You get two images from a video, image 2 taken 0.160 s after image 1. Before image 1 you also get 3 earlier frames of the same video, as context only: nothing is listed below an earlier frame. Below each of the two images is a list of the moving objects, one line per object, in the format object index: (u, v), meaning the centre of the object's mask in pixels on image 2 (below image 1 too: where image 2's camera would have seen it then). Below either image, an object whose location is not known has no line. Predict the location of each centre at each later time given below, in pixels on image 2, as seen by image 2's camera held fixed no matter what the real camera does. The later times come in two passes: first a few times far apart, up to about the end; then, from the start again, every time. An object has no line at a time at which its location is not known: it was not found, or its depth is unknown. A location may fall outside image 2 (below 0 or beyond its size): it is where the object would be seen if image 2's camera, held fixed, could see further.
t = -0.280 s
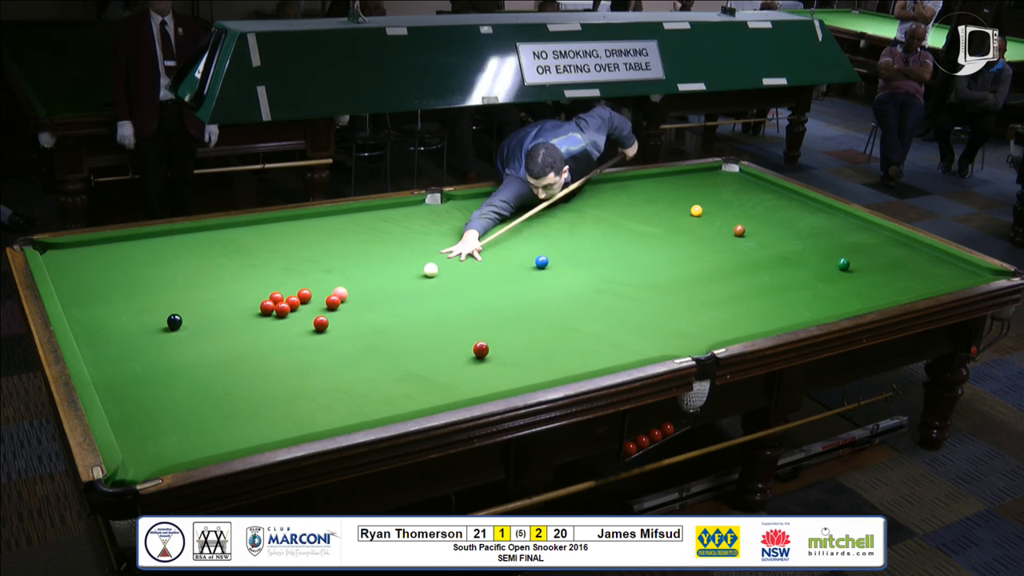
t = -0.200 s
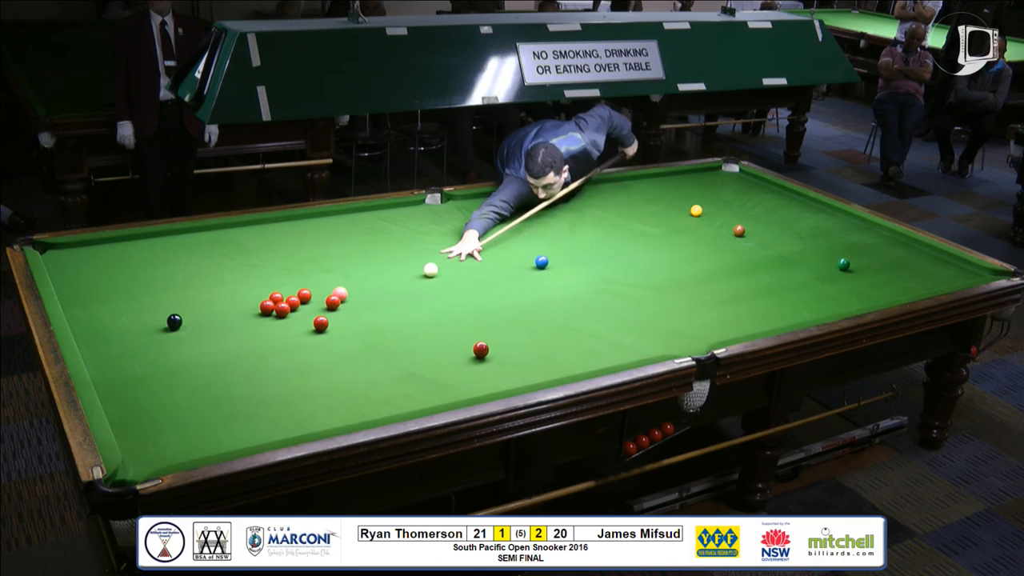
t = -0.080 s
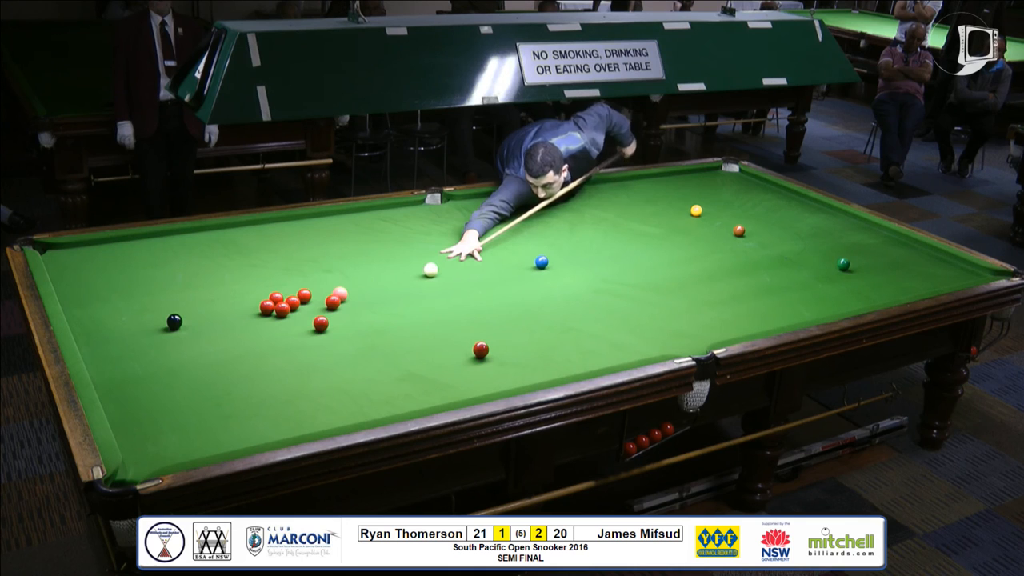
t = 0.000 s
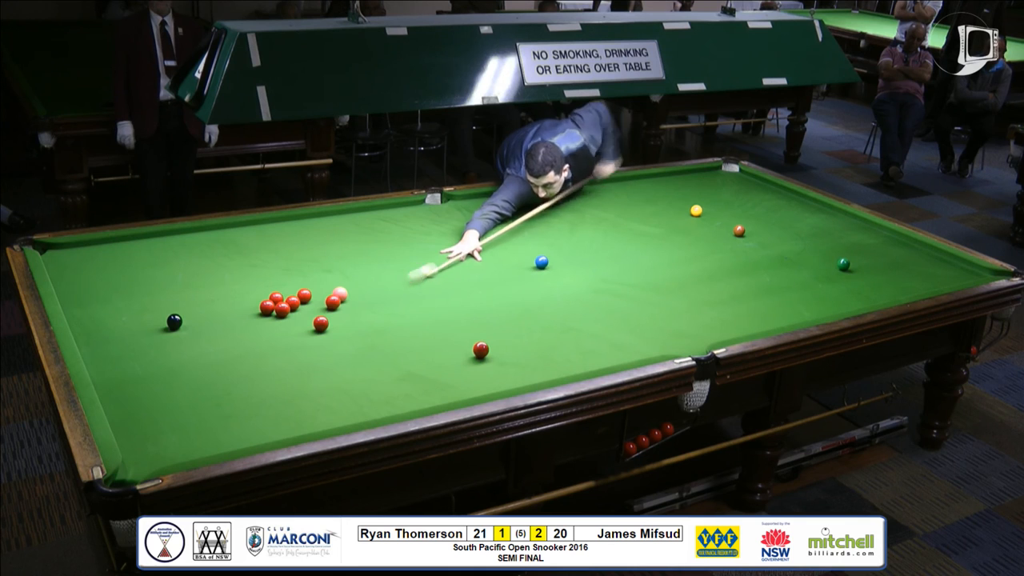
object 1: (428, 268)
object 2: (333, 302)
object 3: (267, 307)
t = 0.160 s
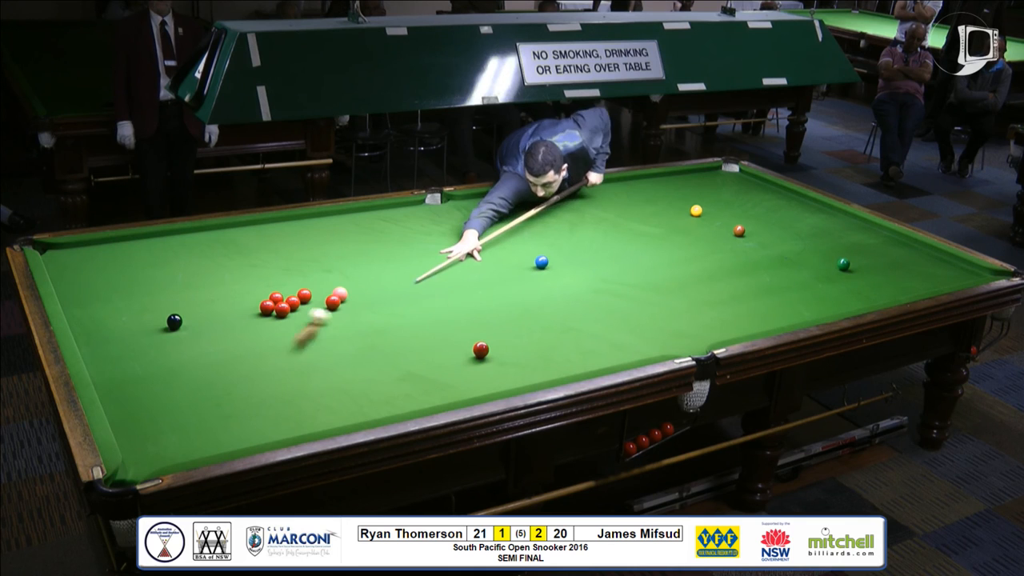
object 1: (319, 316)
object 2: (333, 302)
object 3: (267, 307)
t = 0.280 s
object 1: (296, 311)
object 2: (333, 302)
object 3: (262, 306)
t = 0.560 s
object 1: (321, 297)
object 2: (335, 302)
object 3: (216, 299)
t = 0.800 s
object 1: (329, 281)
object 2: (347, 303)
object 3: (182, 294)
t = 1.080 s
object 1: (335, 265)
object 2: (359, 304)
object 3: (145, 288)
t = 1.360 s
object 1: (340, 251)
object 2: (369, 305)
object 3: (111, 282)
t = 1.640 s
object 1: (344, 238)
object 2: (376, 305)
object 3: (80, 277)
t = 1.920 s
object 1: (348, 227)
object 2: (381, 306)
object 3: (54, 272)
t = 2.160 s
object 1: (350, 218)
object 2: (384, 306)
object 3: (64, 265)
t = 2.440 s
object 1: (355, 210)
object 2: (385, 306)
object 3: (74, 258)
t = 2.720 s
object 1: (369, 214)
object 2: (384, 306)
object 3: (83, 253)
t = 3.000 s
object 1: (383, 218)
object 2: (384, 306)
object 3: (92, 248)
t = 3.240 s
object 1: (394, 220)
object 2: (384, 306)
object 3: (98, 244)
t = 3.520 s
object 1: (404, 223)
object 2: (384, 306)
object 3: (104, 241)
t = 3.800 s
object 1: (414, 226)
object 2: (384, 306)
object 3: (109, 241)
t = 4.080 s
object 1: (422, 228)
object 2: (384, 306)
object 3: (112, 241)
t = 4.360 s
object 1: (429, 230)
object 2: (384, 306)
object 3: (113, 241)
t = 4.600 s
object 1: (433, 231)
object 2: (384, 306)
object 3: (113, 241)
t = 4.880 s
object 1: (437, 232)
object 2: (384, 306)
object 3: (113, 241)
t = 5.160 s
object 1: (439, 232)
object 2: (384, 306)
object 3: (113, 241)
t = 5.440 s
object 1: (440, 232)
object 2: (384, 306)
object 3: (113, 241)
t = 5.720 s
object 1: (439, 232)
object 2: (384, 306)
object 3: (113, 241)
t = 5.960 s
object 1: (439, 232)
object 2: (384, 306)
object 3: (113, 241)
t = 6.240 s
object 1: (439, 232)
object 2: (384, 306)
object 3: (113, 241)
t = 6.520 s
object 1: (439, 232)
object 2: (384, 306)
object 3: (113, 241)
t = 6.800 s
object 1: (439, 232)
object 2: (384, 306)
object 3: (113, 241)
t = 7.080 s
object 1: (439, 233)
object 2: (384, 306)
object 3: (114, 241)
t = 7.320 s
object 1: (439, 233)
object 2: (384, 306)
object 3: (113, 241)
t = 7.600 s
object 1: (439, 232)
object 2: (384, 306)
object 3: (113, 241)
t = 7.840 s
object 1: (439, 233)
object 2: (384, 306)
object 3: (113, 241)
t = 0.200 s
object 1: (308, 314)
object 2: (333, 302)
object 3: (267, 307)
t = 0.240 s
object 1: (299, 313)
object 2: (333, 302)
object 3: (267, 307)
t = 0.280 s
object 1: (296, 311)
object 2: (333, 302)
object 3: (262, 306)
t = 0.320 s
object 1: (298, 310)
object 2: (333, 302)
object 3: (253, 305)
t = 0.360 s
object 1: (300, 309)
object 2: (333, 302)
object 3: (247, 304)
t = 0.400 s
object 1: (303, 307)
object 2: (333, 302)
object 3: (240, 303)
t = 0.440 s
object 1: (308, 305)
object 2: (333, 302)
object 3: (234, 302)
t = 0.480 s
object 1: (313, 303)
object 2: (333, 302)
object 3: (228, 301)
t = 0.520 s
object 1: (317, 300)
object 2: (333, 302)
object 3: (222, 300)
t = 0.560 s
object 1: (321, 297)
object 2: (335, 302)
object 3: (216, 299)
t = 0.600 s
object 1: (324, 294)
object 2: (337, 302)
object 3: (210, 298)
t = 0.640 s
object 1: (326, 291)
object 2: (339, 302)
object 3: (205, 297)
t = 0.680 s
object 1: (327, 289)
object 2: (341, 303)
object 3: (199, 296)
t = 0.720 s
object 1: (327, 286)
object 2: (343, 303)
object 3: (193, 296)
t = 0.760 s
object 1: (328, 284)
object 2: (345, 303)
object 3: (188, 295)
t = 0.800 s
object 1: (329, 281)
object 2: (347, 303)
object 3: (182, 294)
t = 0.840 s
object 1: (330, 279)
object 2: (349, 303)
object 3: (177, 293)
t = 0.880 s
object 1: (331, 277)
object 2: (351, 303)
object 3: (171, 292)
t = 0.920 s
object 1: (332, 274)
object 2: (352, 303)
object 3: (166, 291)
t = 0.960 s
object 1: (332, 272)
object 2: (354, 304)
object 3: (161, 290)
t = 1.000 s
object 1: (333, 269)
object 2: (355, 304)
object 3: (155, 289)
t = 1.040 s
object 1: (334, 267)
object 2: (357, 304)
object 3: (150, 289)
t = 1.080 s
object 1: (335, 265)
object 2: (359, 304)
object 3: (145, 288)
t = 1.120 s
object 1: (335, 263)
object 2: (360, 304)
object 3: (140, 287)
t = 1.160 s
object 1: (336, 261)
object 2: (362, 304)
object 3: (135, 286)
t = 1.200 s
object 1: (337, 259)
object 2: (363, 304)
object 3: (130, 285)
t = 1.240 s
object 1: (338, 256)
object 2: (365, 304)
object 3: (125, 284)
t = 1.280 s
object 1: (338, 255)
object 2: (366, 304)
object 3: (120, 284)
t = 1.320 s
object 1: (339, 253)
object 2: (367, 305)
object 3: (116, 283)
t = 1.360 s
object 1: (340, 251)
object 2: (369, 305)
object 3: (111, 282)
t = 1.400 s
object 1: (340, 249)
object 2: (370, 305)
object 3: (106, 282)
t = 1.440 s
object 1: (341, 247)
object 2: (371, 305)
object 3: (102, 281)
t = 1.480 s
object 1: (342, 245)
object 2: (372, 305)
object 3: (97, 280)
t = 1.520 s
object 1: (342, 243)
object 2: (373, 305)
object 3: (93, 279)
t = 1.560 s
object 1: (343, 241)
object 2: (374, 305)
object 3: (88, 278)
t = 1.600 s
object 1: (344, 240)
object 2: (375, 305)
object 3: (84, 278)
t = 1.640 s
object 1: (344, 238)
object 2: (376, 305)
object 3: (80, 277)
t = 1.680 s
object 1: (345, 236)
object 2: (377, 305)
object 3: (75, 276)
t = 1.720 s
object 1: (345, 234)
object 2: (378, 306)
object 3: (71, 275)
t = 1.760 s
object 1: (346, 233)
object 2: (378, 305)
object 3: (67, 275)
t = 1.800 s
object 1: (346, 231)
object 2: (379, 305)
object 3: (63, 274)
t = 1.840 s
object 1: (347, 230)
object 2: (380, 306)
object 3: (59, 273)
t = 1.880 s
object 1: (347, 228)
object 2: (381, 306)
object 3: (55, 272)
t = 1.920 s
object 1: (348, 227)
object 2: (381, 306)
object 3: (54, 272)
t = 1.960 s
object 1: (348, 225)
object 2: (382, 305)
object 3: (55, 271)
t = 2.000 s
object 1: (349, 224)
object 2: (382, 306)
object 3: (57, 269)
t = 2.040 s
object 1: (349, 222)
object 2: (383, 306)
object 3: (58, 268)
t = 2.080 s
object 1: (350, 221)
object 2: (383, 306)
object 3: (60, 267)
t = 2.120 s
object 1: (350, 219)
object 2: (383, 306)
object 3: (62, 266)
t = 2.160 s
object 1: (350, 218)
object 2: (384, 306)
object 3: (64, 265)
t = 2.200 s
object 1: (351, 217)
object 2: (384, 306)
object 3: (65, 264)
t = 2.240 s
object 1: (351, 215)
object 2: (384, 306)
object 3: (67, 263)
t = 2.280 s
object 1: (352, 214)
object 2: (384, 306)
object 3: (68, 262)
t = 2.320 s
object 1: (352, 213)
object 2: (384, 306)
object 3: (70, 261)
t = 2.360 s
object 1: (353, 212)
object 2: (385, 306)
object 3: (71, 260)
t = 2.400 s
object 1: (353, 210)
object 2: (385, 306)
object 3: (73, 259)
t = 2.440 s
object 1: (355, 210)
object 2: (385, 306)
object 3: (74, 258)
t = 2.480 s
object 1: (357, 211)
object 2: (385, 306)
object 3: (76, 258)
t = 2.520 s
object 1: (359, 212)
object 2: (384, 306)
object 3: (77, 257)
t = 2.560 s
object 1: (361, 212)
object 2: (384, 306)
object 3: (79, 256)
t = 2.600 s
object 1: (363, 213)
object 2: (384, 306)
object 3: (80, 255)
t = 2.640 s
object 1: (365, 213)
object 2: (384, 306)
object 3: (81, 254)
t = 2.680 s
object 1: (367, 214)
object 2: (384, 306)
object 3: (83, 253)
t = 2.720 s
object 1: (369, 214)
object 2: (384, 306)
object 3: (83, 253)
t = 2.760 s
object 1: (371, 215)
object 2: (384, 306)
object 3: (85, 252)
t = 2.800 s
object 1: (373, 215)
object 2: (384, 306)
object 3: (86, 251)
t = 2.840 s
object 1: (375, 216)
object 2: (384, 306)
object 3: (87, 251)
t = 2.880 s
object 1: (377, 216)
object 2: (384, 306)
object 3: (88, 250)
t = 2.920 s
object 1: (379, 217)
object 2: (384, 306)
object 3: (90, 249)
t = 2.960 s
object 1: (381, 217)
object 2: (384, 306)
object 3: (91, 248)
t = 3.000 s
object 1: (383, 218)
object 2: (384, 306)
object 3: (92, 248)
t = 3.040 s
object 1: (384, 218)
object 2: (384, 306)
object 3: (93, 247)
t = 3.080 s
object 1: (386, 219)
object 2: (384, 306)
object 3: (94, 246)
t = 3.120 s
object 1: (388, 219)
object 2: (384, 306)
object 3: (95, 246)
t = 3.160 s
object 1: (390, 220)
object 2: (384, 306)
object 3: (96, 245)
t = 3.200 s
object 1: (392, 220)
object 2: (384, 306)
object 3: (97, 245)
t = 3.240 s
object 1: (394, 220)
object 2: (384, 306)
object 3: (98, 244)
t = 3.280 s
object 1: (395, 221)
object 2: (384, 306)
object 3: (99, 243)
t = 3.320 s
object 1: (397, 221)
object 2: (384, 306)
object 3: (100, 243)
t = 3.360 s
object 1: (399, 222)
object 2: (384, 306)
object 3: (100, 242)
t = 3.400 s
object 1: (400, 222)
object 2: (384, 306)
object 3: (101, 242)
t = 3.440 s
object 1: (402, 223)
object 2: (384, 306)
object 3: (102, 242)
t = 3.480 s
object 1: (403, 223)
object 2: (384, 306)
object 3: (103, 241)
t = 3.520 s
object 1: (404, 223)
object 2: (384, 306)
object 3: (104, 241)
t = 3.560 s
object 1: (406, 224)
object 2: (384, 306)
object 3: (105, 241)
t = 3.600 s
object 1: (407, 224)
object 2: (384, 306)
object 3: (105, 241)
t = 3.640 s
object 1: (409, 224)
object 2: (384, 306)
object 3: (106, 241)
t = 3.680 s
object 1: (410, 225)
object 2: (384, 306)
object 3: (107, 241)
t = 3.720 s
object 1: (412, 225)
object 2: (384, 306)
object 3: (107, 241)
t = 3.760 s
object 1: (413, 226)
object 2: (384, 306)
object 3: (108, 241)
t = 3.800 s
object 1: (414, 226)
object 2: (384, 306)
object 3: (109, 241)
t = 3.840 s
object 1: (416, 226)
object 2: (384, 306)
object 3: (109, 241)
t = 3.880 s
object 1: (417, 227)
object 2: (384, 306)
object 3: (110, 241)
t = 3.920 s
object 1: (418, 227)
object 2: (384, 306)
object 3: (110, 241)
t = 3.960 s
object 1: (419, 227)
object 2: (384, 306)
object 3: (111, 241)
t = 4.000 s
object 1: (420, 227)
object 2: (384, 306)
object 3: (111, 241)
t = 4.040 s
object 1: (421, 228)
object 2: (384, 306)
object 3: (112, 241)
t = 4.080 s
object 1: (422, 228)
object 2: (384, 306)
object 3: (112, 241)
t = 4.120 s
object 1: (423, 228)
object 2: (384, 306)
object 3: (112, 241)
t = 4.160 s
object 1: (424, 229)
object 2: (384, 306)
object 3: (113, 241)
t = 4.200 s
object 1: (425, 229)
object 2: (384, 306)
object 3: (113, 241)
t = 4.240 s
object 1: (426, 229)
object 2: (384, 306)
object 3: (113, 241)
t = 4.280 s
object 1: (427, 229)
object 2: (384, 306)
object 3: (113, 241)
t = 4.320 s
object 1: (428, 230)
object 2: (384, 306)
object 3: (113, 241)
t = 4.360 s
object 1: (429, 230)
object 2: (384, 306)
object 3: (113, 241)
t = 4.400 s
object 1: (430, 230)
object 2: (384, 306)
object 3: (113, 241)
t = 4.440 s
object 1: (430, 230)
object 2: (384, 306)
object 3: (114, 241)
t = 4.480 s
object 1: (431, 230)
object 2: (384, 306)
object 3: (114, 241)
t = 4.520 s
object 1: (432, 231)
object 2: (384, 306)
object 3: (113, 241)
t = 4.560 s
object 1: (432, 231)
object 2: (384, 306)
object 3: (113, 241)
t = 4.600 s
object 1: (433, 231)
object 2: (384, 306)
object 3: (113, 241)
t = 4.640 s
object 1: (434, 231)
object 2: (384, 306)
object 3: (113, 241)
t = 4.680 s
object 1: (434, 231)
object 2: (384, 306)
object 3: (113, 241)
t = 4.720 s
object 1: (435, 231)
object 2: (384, 306)
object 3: (113, 241)
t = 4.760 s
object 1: (435, 231)
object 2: (384, 306)
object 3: (113, 241)
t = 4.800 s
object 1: (436, 232)
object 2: (384, 306)
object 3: (113, 241)
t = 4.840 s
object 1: (436, 232)
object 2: (384, 306)
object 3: (113, 241)
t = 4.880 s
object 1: (437, 232)
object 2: (384, 306)
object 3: (113, 241)
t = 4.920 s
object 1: (437, 232)
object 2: (384, 306)
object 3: (113, 241)
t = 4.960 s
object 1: (437, 232)
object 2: (384, 306)
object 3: (113, 241)
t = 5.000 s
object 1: (438, 232)
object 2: (384, 306)
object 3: (113, 241)
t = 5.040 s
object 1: (438, 232)
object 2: (384, 306)
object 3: (113, 241)
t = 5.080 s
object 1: (438, 232)
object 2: (384, 306)
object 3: (113, 241)
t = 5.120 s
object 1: (439, 232)
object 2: (384, 306)
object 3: (113, 241)
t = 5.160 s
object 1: (439, 232)
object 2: (384, 306)
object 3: (113, 241)
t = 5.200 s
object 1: (439, 232)
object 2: (384, 306)
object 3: (113, 241)
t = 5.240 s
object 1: (439, 232)
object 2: (384, 306)
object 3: (113, 241)
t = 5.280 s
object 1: (439, 233)
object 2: (384, 306)
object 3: (113, 241)
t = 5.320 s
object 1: (440, 232)
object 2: (384, 306)
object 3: (113, 241)
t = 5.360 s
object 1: (440, 233)
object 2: (384, 306)
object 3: (113, 241)
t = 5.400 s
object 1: (440, 233)
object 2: (384, 306)
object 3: (113, 241)
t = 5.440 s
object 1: (440, 232)
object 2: (384, 306)
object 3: (113, 241)
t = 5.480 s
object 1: (439, 232)
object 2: (384, 306)
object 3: (113, 241)
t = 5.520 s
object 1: (439, 232)
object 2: (384, 306)
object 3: (113, 241)
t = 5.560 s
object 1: (439, 232)
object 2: (384, 306)
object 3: (113, 241)
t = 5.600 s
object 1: (439, 232)
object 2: (384, 306)
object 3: (113, 241)
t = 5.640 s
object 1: (439, 232)
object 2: (384, 306)
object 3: (113, 241)
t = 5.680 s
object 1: (439, 232)
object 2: (384, 306)
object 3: (113, 241)
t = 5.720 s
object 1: (439, 232)
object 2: (384, 306)
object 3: (113, 241)
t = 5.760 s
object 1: (439, 232)
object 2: (384, 306)
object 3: (113, 241)
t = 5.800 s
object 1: (439, 232)
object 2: (384, 306)
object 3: (113, 241)
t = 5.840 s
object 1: (439, 232)
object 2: (384, 306)
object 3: (113, 241)
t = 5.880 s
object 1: (439, 232)
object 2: (384, 306)
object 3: (113, 241)
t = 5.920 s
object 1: (439, 232)
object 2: (384, 306)
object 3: (113, 241)
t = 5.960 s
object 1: (439, 232)
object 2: (384, 306)
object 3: (113, 241)
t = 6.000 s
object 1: (439, 232)
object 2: (384, 306)
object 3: (113, 241)
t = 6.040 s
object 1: (439, 232)
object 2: (384, 306)
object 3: (113, 241)
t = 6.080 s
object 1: (439, 232)
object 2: (384, 306)
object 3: (113, 241)
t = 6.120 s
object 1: (439, 232)
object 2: (384, 306)
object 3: (113, 241)
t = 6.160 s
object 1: (439, 232)
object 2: (384, 306)
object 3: (113, 241)
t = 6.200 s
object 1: (439, 232)
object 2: (384, 306)
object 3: (113, 241)
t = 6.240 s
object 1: (439, 232)
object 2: (384, 306)
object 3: (113, 241)
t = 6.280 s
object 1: (439, 232)
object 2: (384, 306)
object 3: (113, 241)
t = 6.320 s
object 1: (439, 232)
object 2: (384, 306)
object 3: (113, 241)
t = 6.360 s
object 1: (439, 232)
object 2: (384, 306)
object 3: (113, 241)
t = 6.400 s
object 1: (439, 232)
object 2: (384, 306)
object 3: (113, 241)
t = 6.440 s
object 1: (439, 232)
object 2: (384, 306)
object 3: (113, 241)
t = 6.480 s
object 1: (439, 232)
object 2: (384, 306)
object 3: (113, 241)
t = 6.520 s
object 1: (439, 232)
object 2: (384, 306)
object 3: (113, 241)
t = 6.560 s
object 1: (439, 232)
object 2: (384, 306)
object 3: (113, 241)
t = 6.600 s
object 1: (439, 232)
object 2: (384, 306)
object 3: (113, 241)
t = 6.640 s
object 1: (439, 232)
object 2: (384, 306)
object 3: (113, 241)
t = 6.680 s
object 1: (439, 232)
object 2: (384, 306)
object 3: (113, 241)
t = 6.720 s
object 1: (439, 232)
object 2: (384, 306)
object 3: (113, 241)
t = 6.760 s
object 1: (439, 232)
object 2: (384, 306)
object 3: (113, 241)
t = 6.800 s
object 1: (439, 232)
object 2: (384, 306)
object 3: (113, 241)
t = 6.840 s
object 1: (439, 232)
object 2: (384, 306)
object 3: (113, 241)
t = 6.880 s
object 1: (439, 232)
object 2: (384, 306)
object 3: (113, 241)
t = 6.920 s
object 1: (439, 232)
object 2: (384, 306)
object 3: (113, 241)
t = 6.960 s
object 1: (439, 232)
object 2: (384, 306)
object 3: (113, 241)
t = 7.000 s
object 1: (439, 232)
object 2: (384, 306)
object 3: (113, 241)
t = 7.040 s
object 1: (439, 233)
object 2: (384, 306)
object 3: (113, 241)
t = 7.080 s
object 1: (439, 233)
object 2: (384, 306)
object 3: (114, 241)
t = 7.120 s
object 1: (439, 233)
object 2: (384, 306)
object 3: (113, 241)
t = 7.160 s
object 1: (439, 233)
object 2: (384, 306)
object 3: (113, 241)
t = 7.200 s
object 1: (439, 233)
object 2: (384, 306)
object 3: (113, 241)
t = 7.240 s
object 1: (439, 233)
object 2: (384, 306)
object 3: (113, 241)
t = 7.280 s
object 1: (439, 233)
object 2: (384, 306)
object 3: (114, 241)
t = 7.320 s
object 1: (439, 233)
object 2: (384, 306)
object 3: (113, 241)
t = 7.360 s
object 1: (439, 233)
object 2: (384, 306)
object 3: (113, 241)
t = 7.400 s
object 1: (439, 233)
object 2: (384, 306)
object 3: (114, 241)
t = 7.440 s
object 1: (439, 232)
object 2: (384, 306)
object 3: (113, 241)
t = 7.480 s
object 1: (439, 232)
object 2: (384, 306)
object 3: (113, 241)
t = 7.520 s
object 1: (439, 232)
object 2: (384, 306)
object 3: (113, 241)
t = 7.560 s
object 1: (439, 232)
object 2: (384, 306)
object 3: (113, 241)
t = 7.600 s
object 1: (439, 232)
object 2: (384, 306)
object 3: (113, 241)
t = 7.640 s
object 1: (439, 232)
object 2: (384, 306)
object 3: (113, 241)
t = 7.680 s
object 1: (439, 232)
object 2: (384, 306)
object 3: (113, 241)
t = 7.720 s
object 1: (439, 232)
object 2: (384, 306)
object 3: (113, 241)
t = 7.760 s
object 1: (439, 232)
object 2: (384, 306)
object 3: (113, 241)
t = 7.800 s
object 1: (439, 232)
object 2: (384, 306)
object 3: (113, 241)
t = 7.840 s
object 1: (439, 233)
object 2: (384, 306)
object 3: (113, 241)
